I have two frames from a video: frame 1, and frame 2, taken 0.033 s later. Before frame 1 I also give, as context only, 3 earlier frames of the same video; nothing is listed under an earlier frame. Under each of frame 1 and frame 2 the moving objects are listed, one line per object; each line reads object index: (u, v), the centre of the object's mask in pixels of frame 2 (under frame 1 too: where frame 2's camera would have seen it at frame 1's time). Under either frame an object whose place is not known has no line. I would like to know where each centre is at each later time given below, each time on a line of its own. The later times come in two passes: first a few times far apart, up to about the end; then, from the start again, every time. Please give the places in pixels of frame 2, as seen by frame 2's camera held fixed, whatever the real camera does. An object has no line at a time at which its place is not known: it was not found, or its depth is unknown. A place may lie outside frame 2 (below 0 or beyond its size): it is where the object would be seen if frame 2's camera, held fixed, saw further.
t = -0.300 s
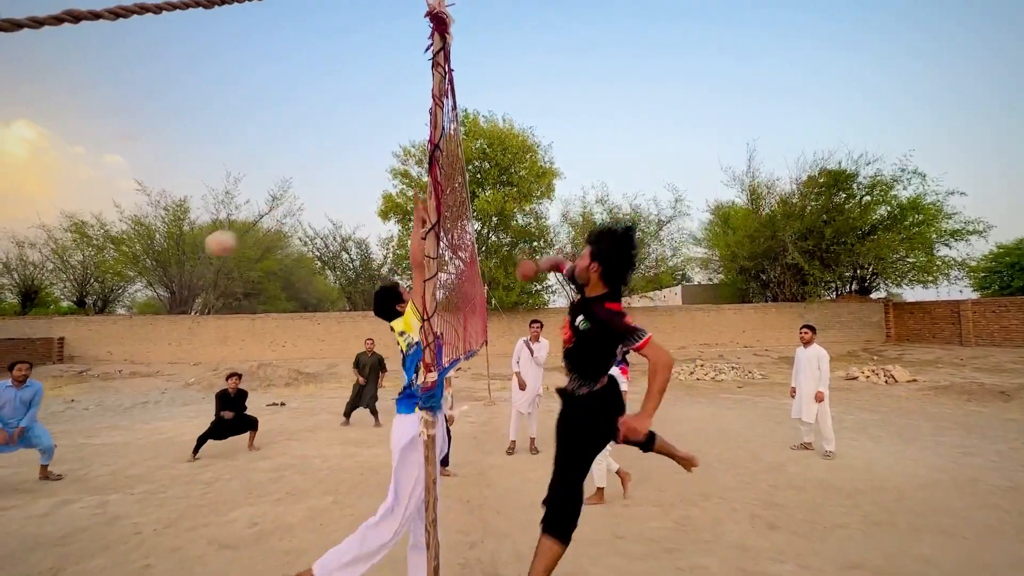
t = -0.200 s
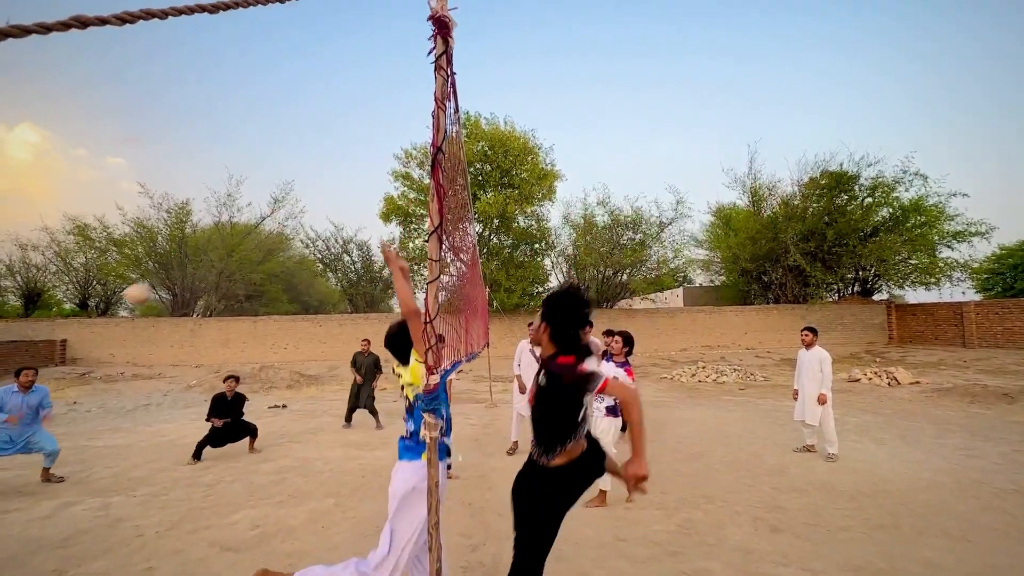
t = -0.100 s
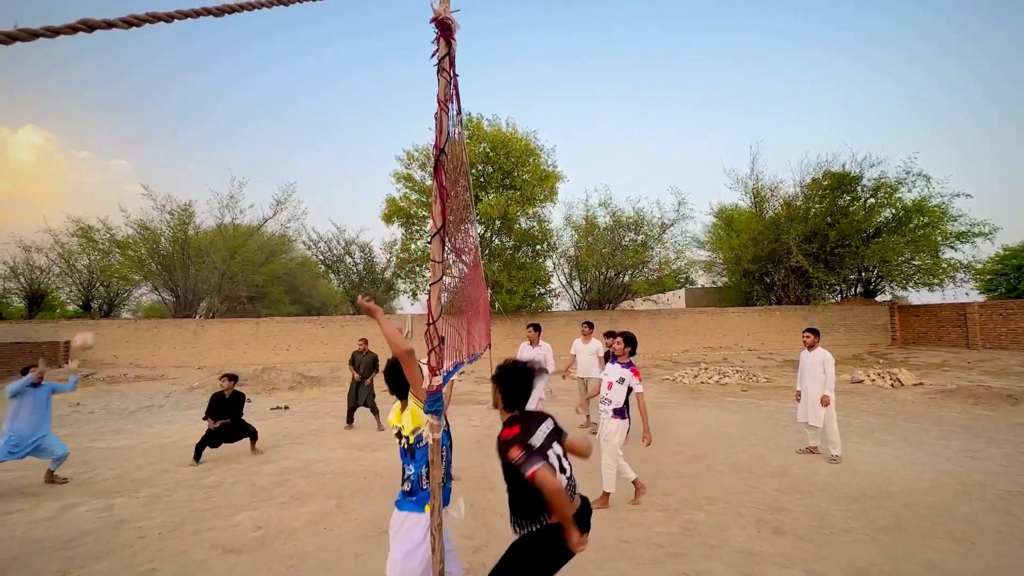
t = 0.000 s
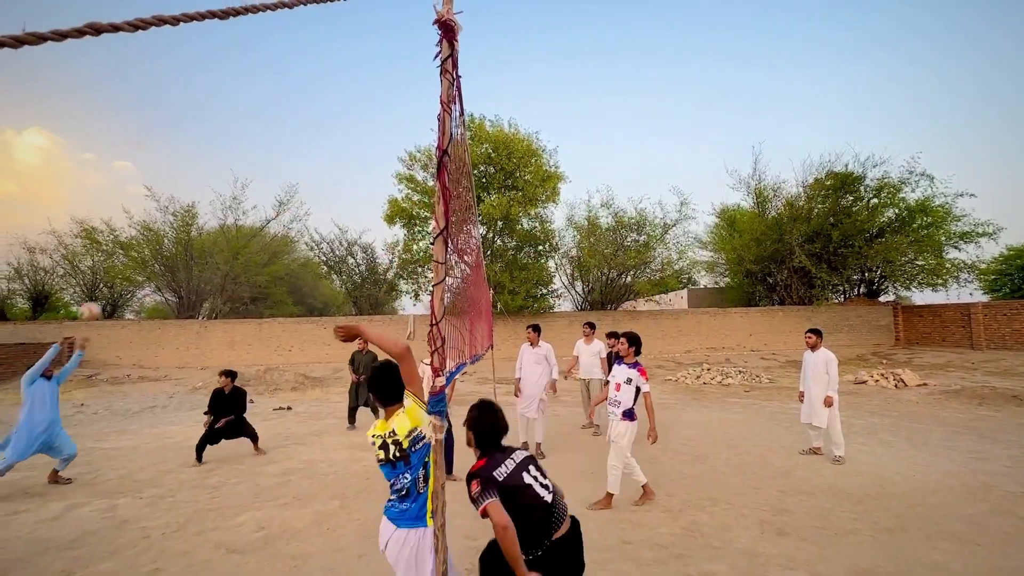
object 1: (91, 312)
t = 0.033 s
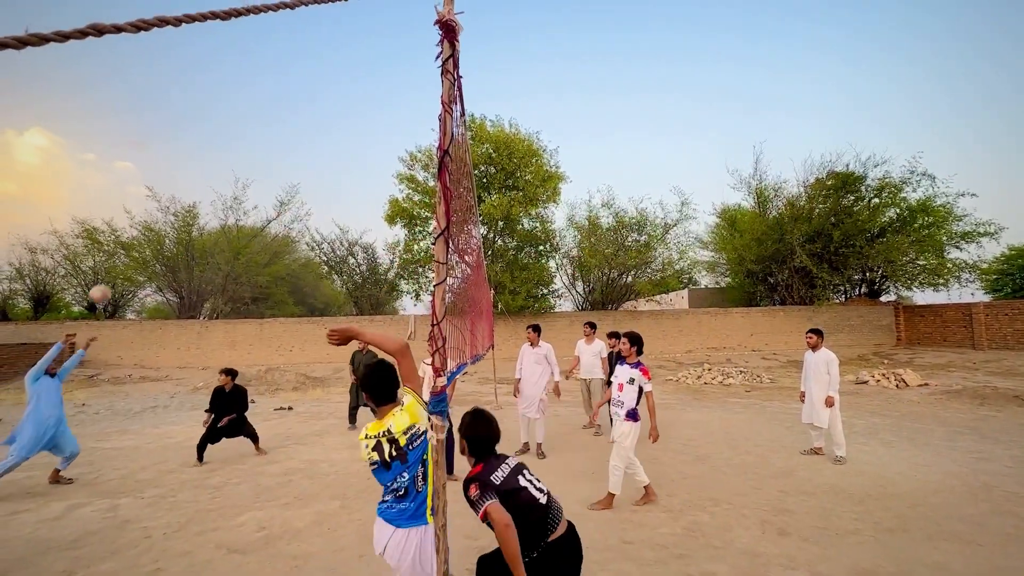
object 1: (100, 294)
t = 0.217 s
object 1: (147, 213)
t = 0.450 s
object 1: (193, 145)
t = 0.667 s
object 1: (230, 118)
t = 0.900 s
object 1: (267, 129)
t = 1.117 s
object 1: (302, 182)
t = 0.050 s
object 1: (104, 285)
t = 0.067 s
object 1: (109, 277)
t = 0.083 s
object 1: (114, 269)
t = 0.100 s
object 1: (119, 260)
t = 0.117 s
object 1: (123, 253)
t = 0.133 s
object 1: (127, 247)
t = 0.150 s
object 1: (131, 239)
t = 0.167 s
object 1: (135, 231)
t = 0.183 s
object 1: (138, 224)
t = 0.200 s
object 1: (143, 219)
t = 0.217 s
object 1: (147, 213)
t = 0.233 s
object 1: (151, 207)
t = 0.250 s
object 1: (155, 200)
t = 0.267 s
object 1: (157, 194)
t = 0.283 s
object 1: (161, 189)
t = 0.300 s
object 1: (165, 184)
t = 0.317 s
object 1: (168, 179)
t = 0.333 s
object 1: (171, 174)
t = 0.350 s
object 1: (175, 170)
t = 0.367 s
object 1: (178, 165)
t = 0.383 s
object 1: (181, 161)
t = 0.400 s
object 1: (184, 156)
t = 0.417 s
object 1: (187, 153)
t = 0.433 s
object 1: (190, 149)
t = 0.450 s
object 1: (193, 145)
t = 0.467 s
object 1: (196, 142)
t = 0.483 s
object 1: (199, 139)
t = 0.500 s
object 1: (202, 136)
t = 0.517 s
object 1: (205, 133)
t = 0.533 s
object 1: (208, 131)
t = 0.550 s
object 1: (211, 128)
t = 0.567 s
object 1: (213, 126)
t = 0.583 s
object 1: (216, 125)
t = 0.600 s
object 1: (219, 123)
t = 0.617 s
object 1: (222, 121)
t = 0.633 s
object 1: (225, 120)
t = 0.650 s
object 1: (227, 119)
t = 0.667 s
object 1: (230, 118)
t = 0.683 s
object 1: (233, 117)
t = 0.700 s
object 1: (235, 117)
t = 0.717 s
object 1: (238, 117)
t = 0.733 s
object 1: (241, 117)
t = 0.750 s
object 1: (243, 117)
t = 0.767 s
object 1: (246, 117)
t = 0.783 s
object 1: (249, 118)
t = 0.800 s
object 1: (252, 118)
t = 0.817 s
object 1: (254, 119)
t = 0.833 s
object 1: (256, 120)
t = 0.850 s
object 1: (259, 122)
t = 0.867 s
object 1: (262, 124)
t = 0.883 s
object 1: (265, 127)
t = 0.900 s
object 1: (267, 129)
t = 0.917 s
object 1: (270, 131)
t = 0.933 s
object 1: (273, 134)
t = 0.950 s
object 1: (275, 137)
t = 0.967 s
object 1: (278, 140)
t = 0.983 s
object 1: (280, 144)
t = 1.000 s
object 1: (283, 148)
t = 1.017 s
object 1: (286, 152)
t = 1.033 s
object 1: (289, 156)
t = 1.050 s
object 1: (291, 161)
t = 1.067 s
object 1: (294, 165)
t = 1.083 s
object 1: (296, 171)
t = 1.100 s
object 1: (299, 176)
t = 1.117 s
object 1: (302, 182)
